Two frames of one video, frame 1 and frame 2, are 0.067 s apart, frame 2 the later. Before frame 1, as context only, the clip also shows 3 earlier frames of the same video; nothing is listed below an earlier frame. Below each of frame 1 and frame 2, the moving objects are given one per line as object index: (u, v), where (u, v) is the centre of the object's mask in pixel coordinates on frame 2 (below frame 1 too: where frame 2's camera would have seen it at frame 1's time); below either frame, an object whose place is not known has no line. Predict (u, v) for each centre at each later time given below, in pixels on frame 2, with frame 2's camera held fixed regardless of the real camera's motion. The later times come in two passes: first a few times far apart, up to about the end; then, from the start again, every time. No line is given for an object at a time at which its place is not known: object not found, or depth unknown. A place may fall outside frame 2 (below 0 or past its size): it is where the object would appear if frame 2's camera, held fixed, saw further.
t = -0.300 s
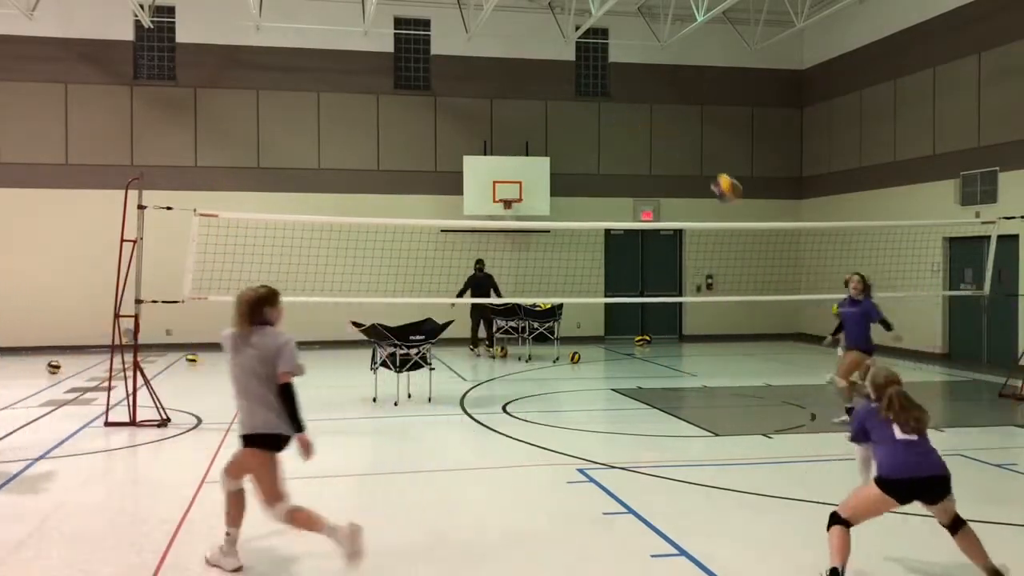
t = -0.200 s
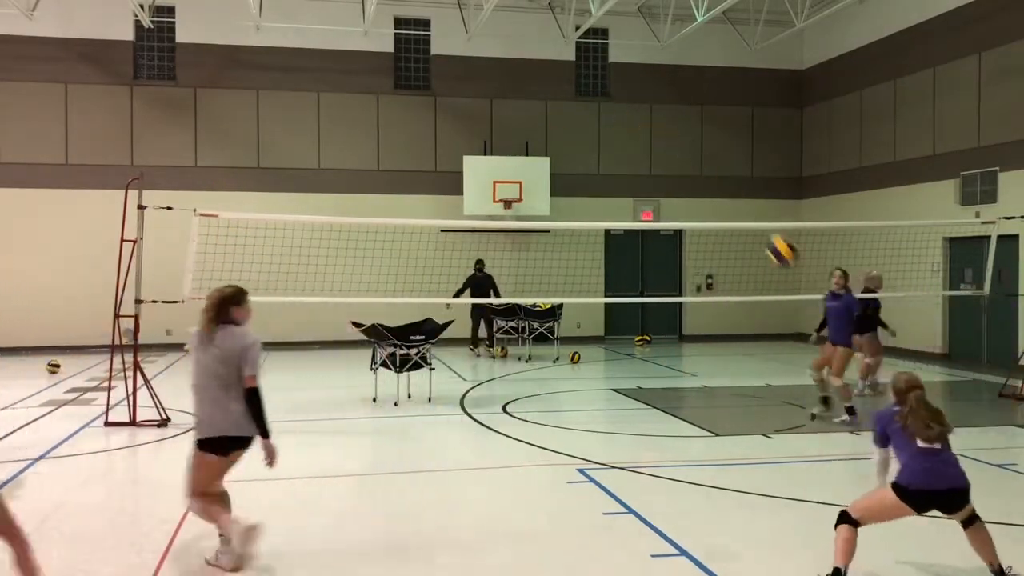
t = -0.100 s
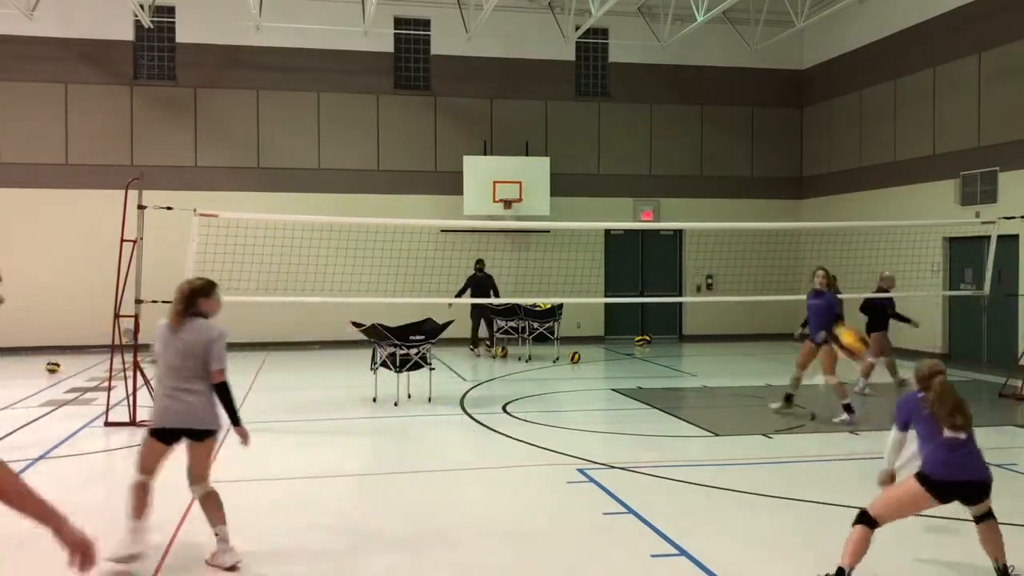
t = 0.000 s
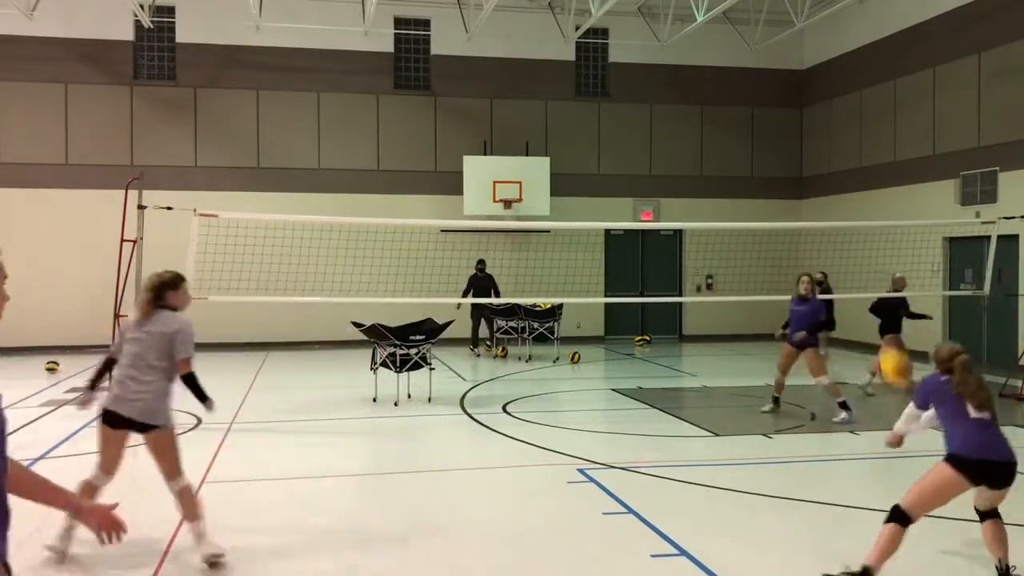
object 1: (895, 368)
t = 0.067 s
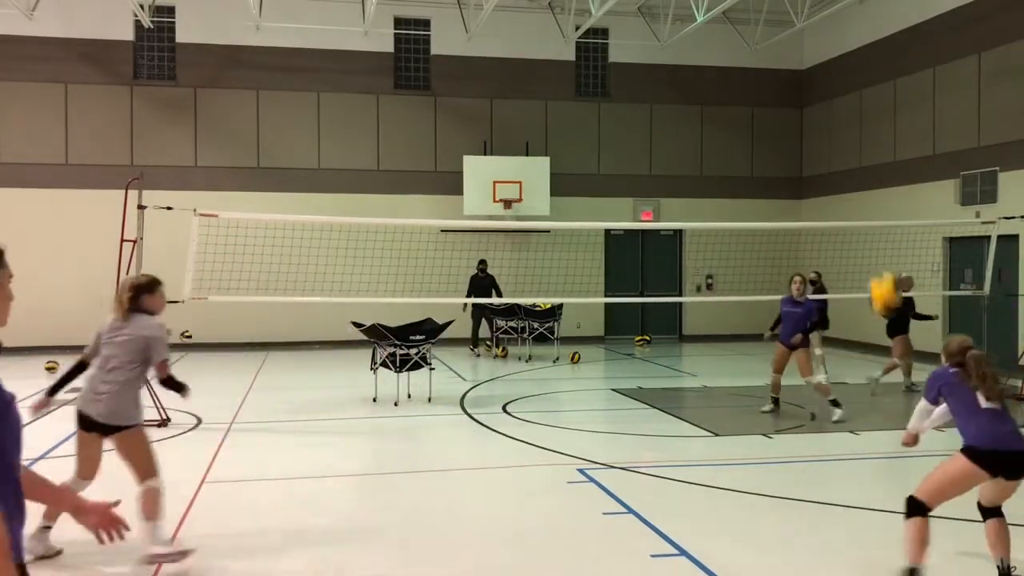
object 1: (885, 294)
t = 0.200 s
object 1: (865, 177)
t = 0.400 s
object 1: (844, 79)
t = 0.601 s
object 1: (827, 46)
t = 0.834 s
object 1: (811, 67)
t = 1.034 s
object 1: (799, 125)
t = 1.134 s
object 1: (792, 164)
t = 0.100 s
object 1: (880, 260)
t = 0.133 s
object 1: (875, 229)
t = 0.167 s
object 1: (872, 201)
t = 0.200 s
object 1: (865, 177)
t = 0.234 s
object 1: (861, 156)
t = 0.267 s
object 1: (858, 136)
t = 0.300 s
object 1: (854, 119)
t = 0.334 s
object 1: (851, 104)
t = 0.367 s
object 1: (847, 89)
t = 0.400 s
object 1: (844, 79)
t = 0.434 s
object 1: (841, 70)
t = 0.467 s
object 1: (838, 62)
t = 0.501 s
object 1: (836, 56)
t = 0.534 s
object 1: (832, 51)
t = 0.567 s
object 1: (830, 48)
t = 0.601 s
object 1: (827, 46)
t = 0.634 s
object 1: (825, 46)
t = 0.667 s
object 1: (823, 46)
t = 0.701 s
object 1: (821, 49)
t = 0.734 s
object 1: (819, 51)
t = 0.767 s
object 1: (816, 55)
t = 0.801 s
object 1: (812, 59)
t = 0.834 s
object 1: (811, 67)
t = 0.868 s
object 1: (809, 74)
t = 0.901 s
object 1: (807, 82)
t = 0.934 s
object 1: (805, 92)
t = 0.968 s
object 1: (803, 102)
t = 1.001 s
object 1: (801, 113)
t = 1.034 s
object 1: (799, 125)
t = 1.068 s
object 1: (797, 137)
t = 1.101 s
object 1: (795, 150)
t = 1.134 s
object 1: (792, 164)
